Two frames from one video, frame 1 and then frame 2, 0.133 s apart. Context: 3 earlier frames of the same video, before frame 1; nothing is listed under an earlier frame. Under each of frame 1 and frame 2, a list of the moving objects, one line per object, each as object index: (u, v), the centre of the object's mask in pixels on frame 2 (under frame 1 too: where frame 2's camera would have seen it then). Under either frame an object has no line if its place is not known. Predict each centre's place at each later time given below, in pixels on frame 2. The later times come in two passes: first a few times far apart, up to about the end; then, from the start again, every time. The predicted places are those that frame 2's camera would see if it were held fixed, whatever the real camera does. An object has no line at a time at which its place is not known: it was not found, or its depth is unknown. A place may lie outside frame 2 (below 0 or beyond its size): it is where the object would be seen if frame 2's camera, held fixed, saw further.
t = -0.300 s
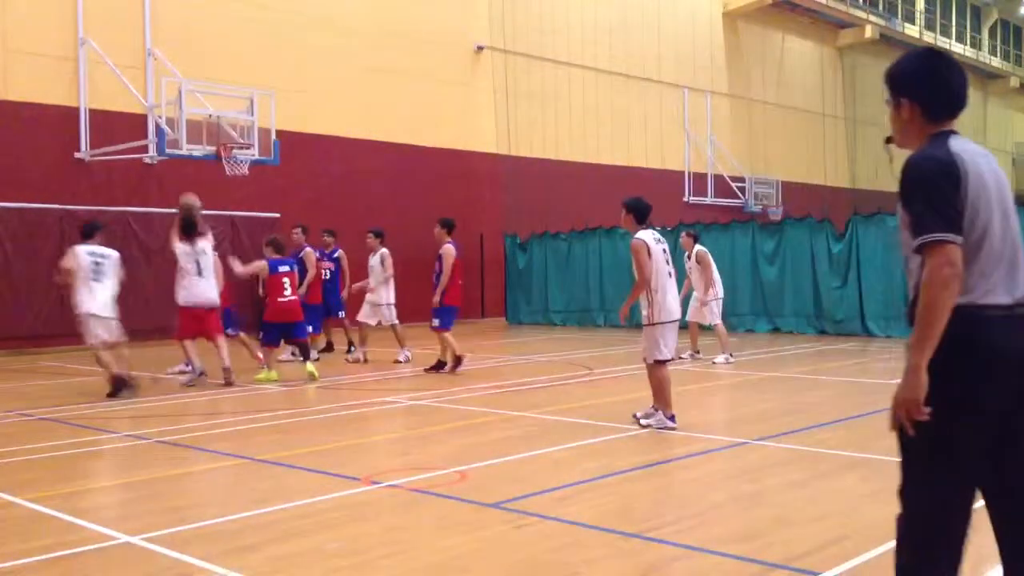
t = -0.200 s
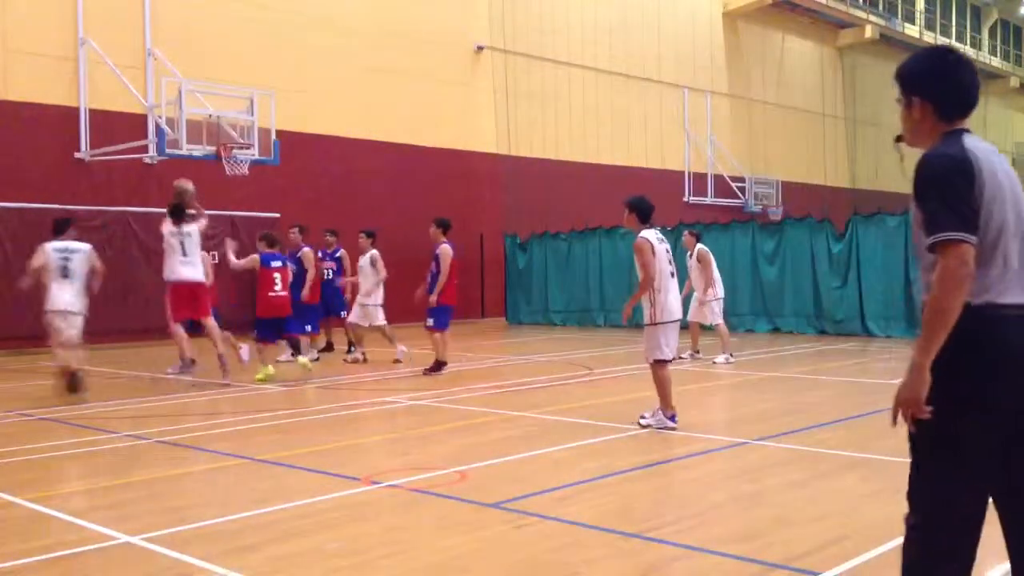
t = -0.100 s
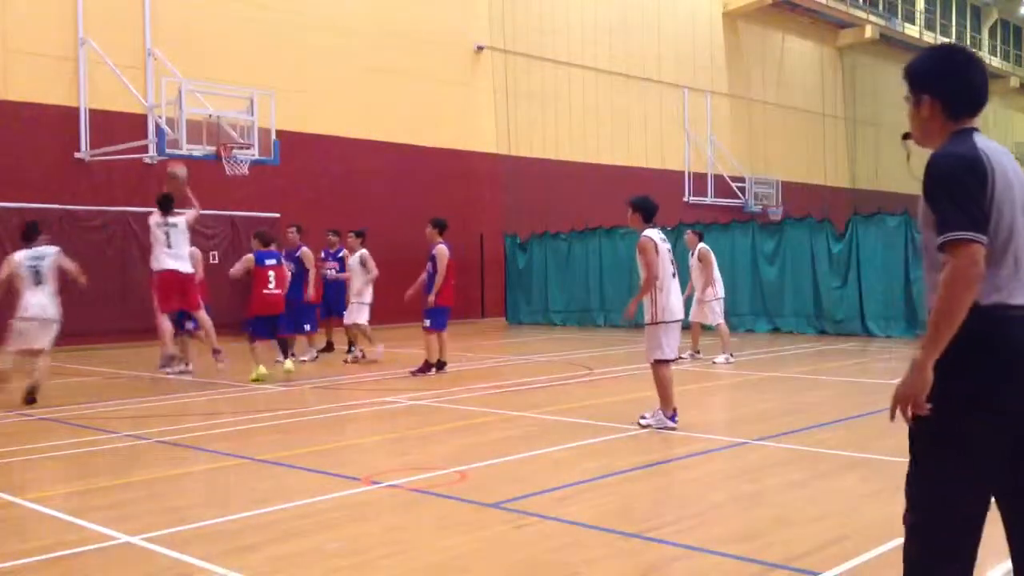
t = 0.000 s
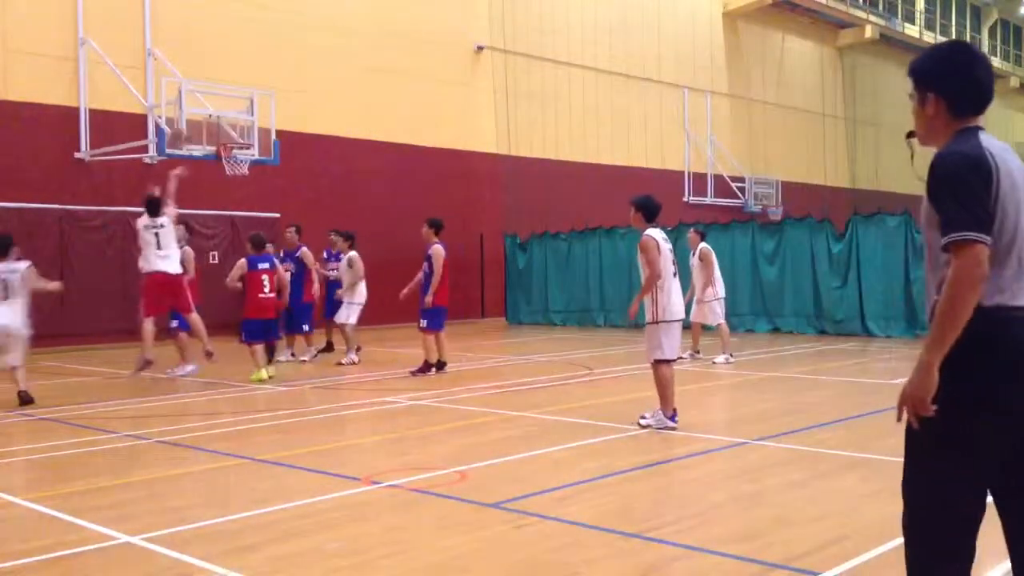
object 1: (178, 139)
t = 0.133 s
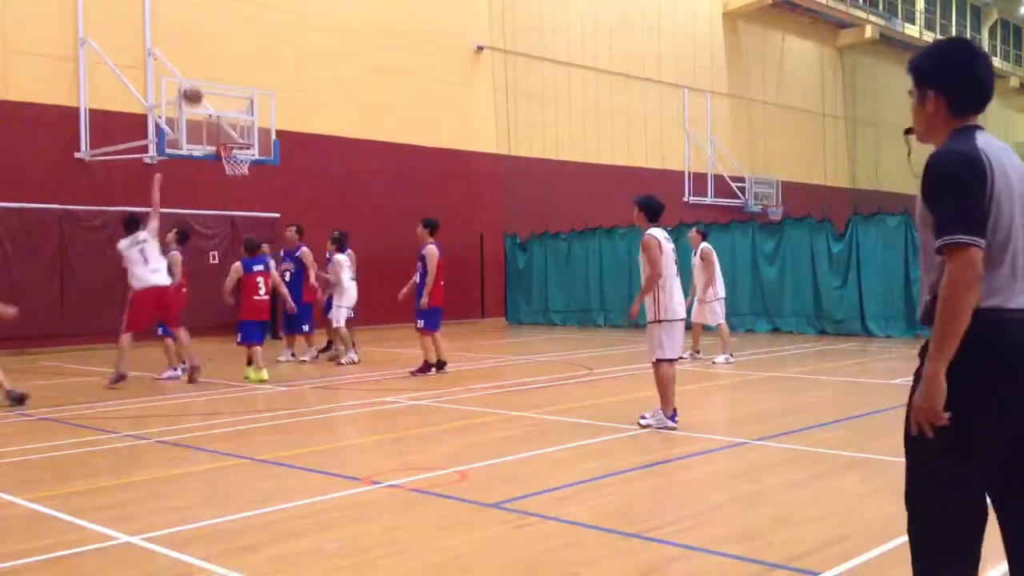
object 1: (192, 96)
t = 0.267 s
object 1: (204, 72)
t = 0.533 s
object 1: (226, 69)
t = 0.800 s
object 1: (247, 117)
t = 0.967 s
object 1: (251, 129)
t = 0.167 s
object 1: (195, 88)
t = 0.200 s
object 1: (198, 82)
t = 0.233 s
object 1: (201, 76)
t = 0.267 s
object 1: (204, 72)
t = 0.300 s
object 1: (207, 69)
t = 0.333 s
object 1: (209, 66)
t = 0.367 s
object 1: (212, 64)
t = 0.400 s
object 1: (215, 64)
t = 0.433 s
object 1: (218, 64)
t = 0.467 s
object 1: (221, 65)
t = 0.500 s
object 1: (223, 66)
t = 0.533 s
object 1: (226, 69)
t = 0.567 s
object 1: (229, 72)
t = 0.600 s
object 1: (231, 76)
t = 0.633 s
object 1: (234, 81)
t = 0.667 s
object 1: (237, 87)
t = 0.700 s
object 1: (239, 94)
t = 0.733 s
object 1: (243, 100)
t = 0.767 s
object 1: (244, 109)
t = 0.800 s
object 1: (247, 117)
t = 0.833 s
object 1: (249, 126)
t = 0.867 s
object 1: (250, 134)
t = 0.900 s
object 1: (249, 135)
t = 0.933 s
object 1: (251, 133)
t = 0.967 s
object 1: (251, 129)
